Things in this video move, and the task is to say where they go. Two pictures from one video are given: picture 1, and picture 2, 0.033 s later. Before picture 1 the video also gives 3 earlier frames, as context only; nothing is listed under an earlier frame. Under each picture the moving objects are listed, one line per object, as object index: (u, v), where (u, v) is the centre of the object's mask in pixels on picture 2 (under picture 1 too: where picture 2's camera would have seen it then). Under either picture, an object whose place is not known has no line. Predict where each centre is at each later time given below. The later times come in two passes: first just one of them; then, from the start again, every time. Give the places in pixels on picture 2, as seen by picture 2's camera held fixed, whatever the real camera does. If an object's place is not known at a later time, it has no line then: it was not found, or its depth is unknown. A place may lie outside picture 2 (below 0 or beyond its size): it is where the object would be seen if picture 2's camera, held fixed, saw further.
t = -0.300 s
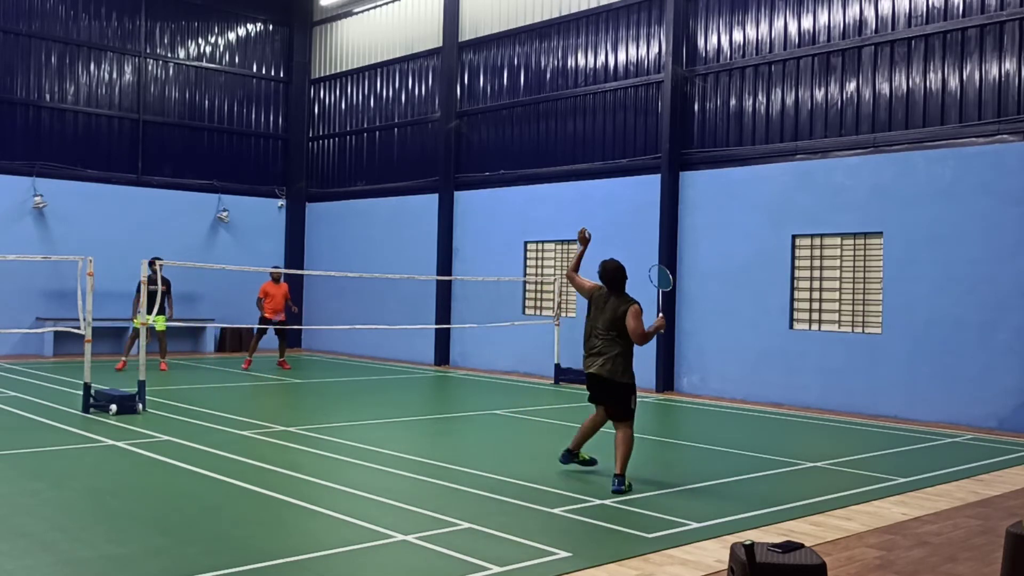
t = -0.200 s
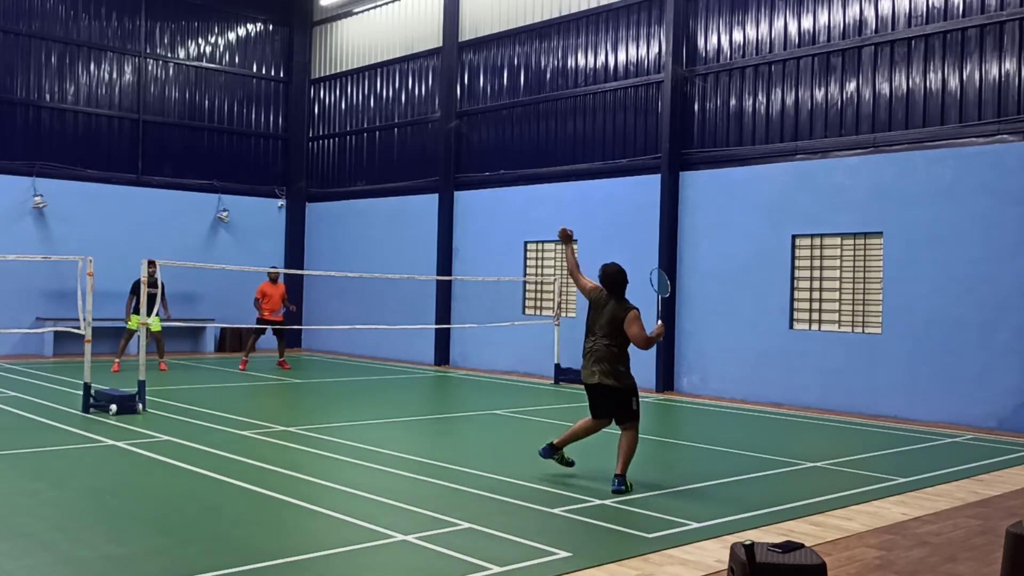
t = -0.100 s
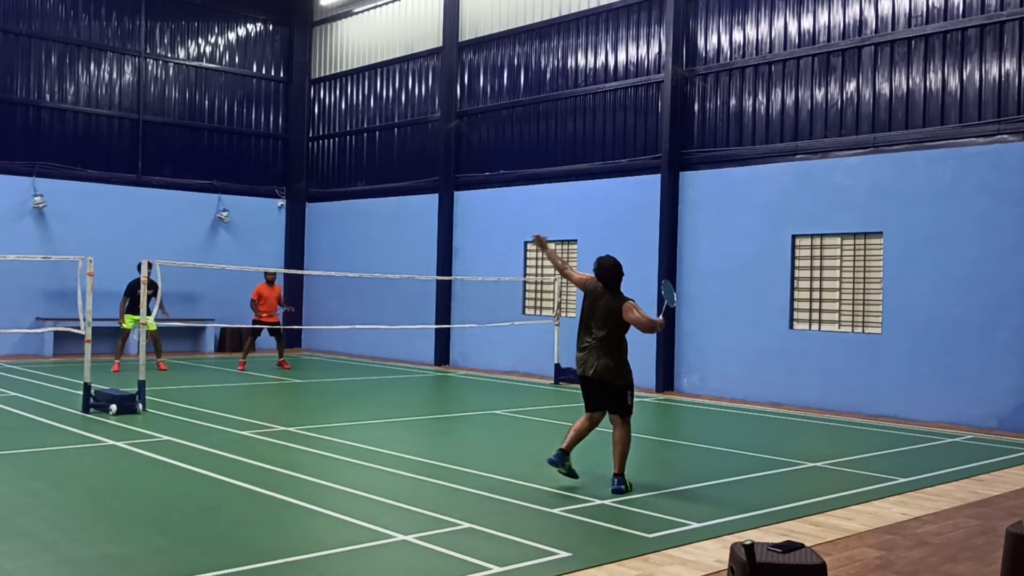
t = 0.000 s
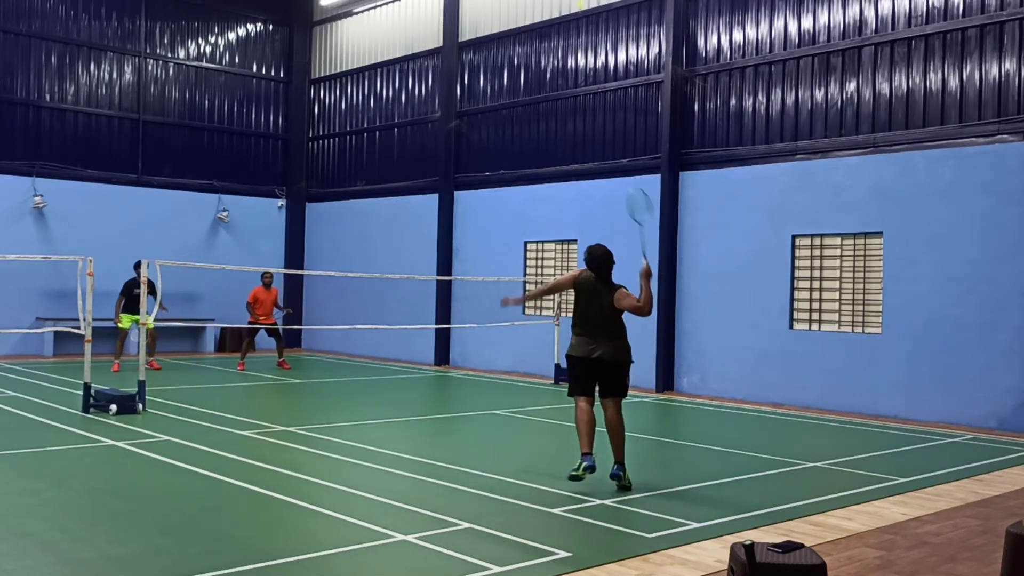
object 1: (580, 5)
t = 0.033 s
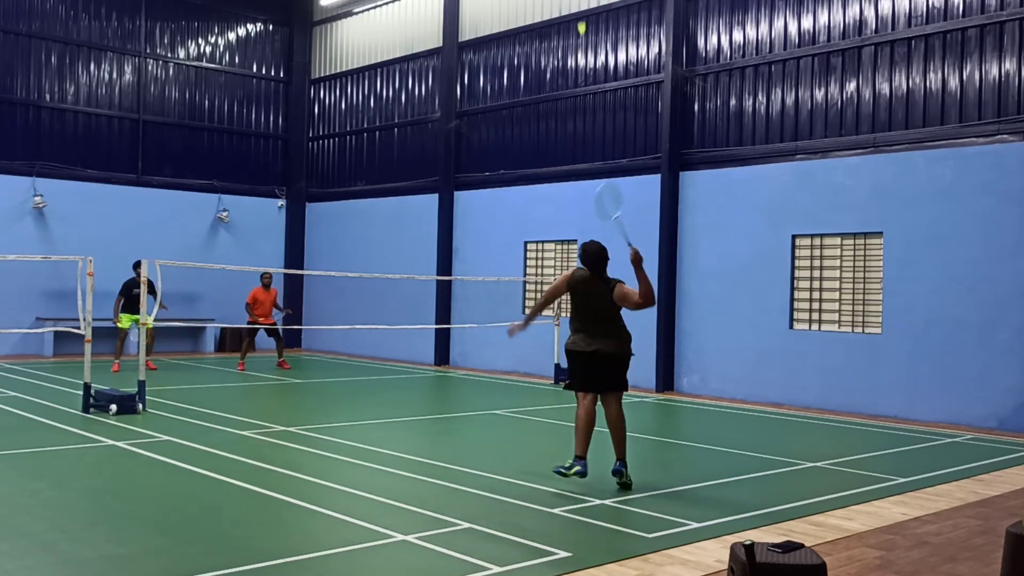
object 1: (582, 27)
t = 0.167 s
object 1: (587, 129)
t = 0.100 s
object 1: (585, 77)
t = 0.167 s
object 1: (587, 129)
